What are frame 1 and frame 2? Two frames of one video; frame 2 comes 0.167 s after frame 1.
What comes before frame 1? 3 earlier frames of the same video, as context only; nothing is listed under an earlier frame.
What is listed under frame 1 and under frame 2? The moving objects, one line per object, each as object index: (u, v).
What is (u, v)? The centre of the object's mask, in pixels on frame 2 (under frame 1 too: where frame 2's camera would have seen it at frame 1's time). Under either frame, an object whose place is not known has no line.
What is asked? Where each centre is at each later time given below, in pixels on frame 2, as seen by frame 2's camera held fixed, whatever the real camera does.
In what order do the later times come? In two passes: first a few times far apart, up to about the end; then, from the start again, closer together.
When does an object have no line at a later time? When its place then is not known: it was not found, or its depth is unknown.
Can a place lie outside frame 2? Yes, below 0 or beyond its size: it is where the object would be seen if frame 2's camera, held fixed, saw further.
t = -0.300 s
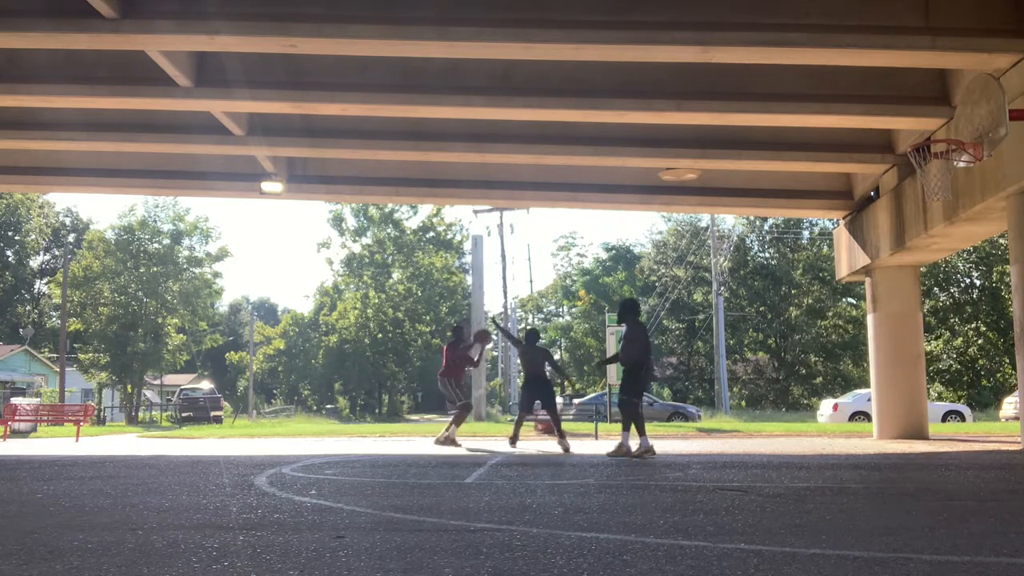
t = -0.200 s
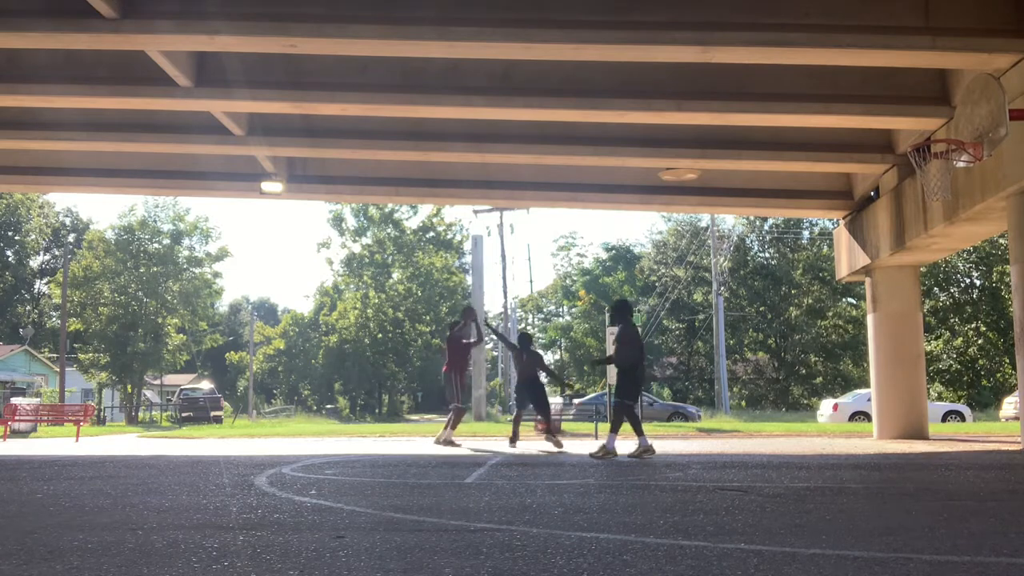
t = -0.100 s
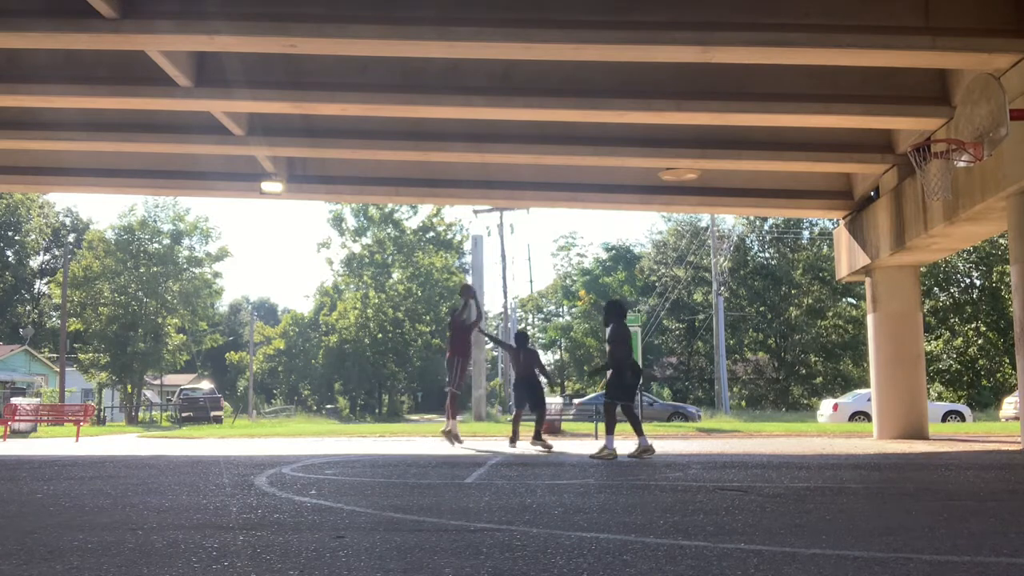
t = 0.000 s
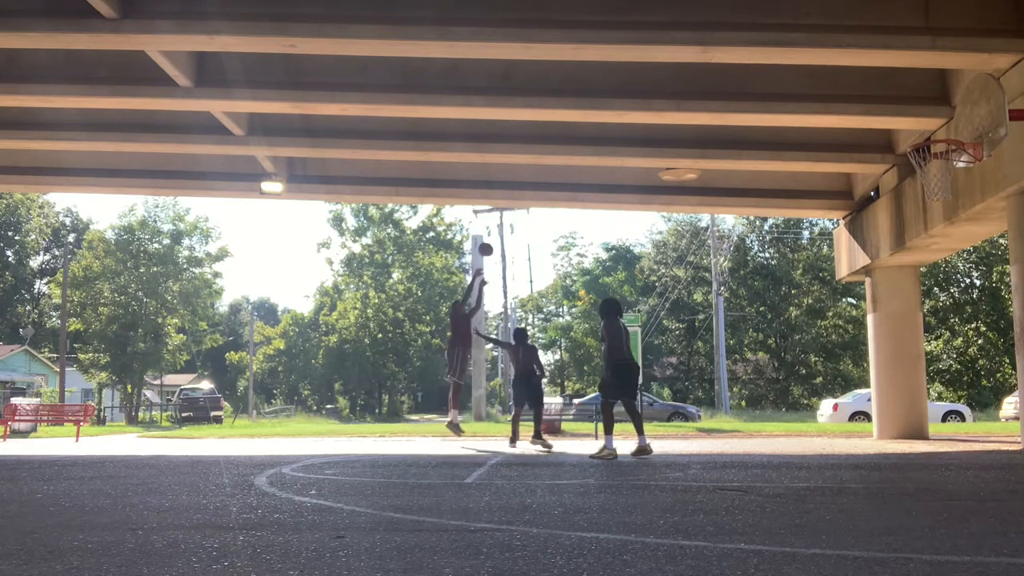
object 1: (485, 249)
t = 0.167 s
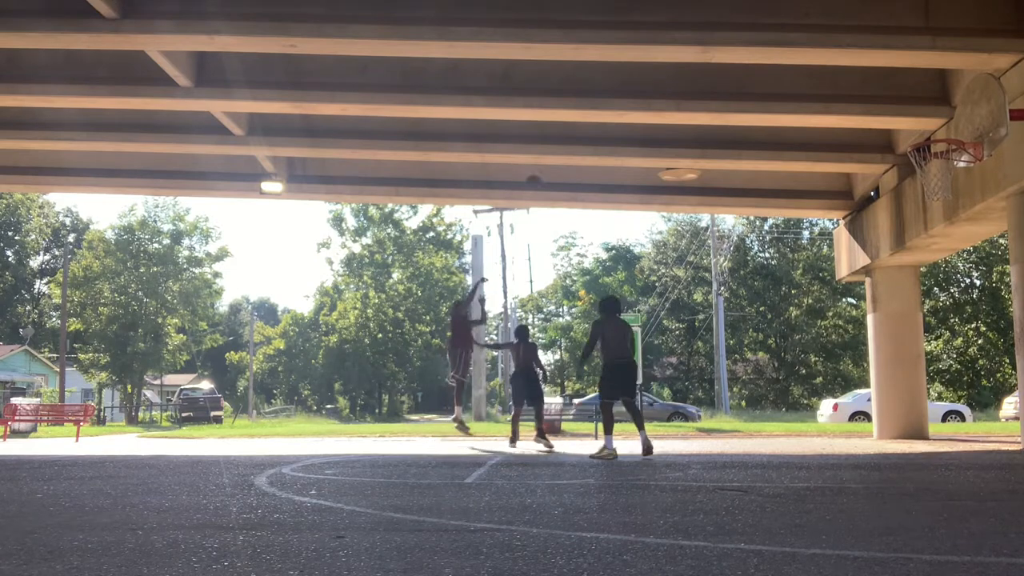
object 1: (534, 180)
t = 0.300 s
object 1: (574, 139)
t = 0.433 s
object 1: (620, 107)
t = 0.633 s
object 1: (697, 78)
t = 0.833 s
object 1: (790, 77)
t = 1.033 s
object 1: (900, 117)
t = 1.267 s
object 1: (931, 176)
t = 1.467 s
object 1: (914, 188)
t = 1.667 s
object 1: (903, 239)
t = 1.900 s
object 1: (894, 356)
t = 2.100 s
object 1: (888, 425)
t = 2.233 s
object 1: (885, 364)
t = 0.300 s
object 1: (574, 139)
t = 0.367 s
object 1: (597, 121)
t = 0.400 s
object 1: (608, 114)
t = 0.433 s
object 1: (620, 107)
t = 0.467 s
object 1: (632, 102)
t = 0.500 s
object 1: (644, 96)
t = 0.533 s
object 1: (657, 90)
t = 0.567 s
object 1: (670, 85)
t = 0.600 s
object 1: (684, 81)
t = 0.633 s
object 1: (697, 78)
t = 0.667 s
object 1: (711, 75)
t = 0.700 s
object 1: (726, 74)
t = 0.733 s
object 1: (741, 74)
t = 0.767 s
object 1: (756, 74)
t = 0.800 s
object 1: (773, 75)
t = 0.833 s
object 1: (790, 77)
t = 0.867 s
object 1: (806, 80)
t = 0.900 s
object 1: (824, 86)
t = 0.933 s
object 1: (841, 91)
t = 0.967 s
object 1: (861, 97)
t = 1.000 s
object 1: (879, 111)
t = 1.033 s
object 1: (900, 117)
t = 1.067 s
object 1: (921, 128)
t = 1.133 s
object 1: (943, 155)
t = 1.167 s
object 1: (942, 166)
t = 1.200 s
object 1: (939, 164)
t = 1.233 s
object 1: (931, 178)
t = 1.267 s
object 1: (931, 176)
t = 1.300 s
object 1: (927, 175)
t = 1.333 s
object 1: (925, 174)
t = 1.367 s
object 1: (922, 176)
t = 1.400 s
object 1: (920, 179)
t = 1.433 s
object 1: (917, 182)
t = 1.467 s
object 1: (914, 188)
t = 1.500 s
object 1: (912, 193)
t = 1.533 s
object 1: (911, 199)
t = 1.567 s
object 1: (908, 208)
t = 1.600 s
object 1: (907, 217)
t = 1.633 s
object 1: (905, 227)
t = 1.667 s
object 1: (903, 239)
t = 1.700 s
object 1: (902, 252)
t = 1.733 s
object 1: (900, 267)
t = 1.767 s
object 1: (899, 282)
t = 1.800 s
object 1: (897, 299)
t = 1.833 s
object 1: (896, 316)
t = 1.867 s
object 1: (895, 335)
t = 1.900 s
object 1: (894, 356)
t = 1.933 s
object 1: (893, 377)
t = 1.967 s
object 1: (892, 400)
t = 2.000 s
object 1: (891, 425)
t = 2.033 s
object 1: (889, 452)
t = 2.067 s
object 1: (888, 444)
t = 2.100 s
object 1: (888, 425)
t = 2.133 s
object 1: (887, 408)
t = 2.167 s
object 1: (886, 392)
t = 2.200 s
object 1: (885, 378)
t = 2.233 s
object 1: (885, 364)
